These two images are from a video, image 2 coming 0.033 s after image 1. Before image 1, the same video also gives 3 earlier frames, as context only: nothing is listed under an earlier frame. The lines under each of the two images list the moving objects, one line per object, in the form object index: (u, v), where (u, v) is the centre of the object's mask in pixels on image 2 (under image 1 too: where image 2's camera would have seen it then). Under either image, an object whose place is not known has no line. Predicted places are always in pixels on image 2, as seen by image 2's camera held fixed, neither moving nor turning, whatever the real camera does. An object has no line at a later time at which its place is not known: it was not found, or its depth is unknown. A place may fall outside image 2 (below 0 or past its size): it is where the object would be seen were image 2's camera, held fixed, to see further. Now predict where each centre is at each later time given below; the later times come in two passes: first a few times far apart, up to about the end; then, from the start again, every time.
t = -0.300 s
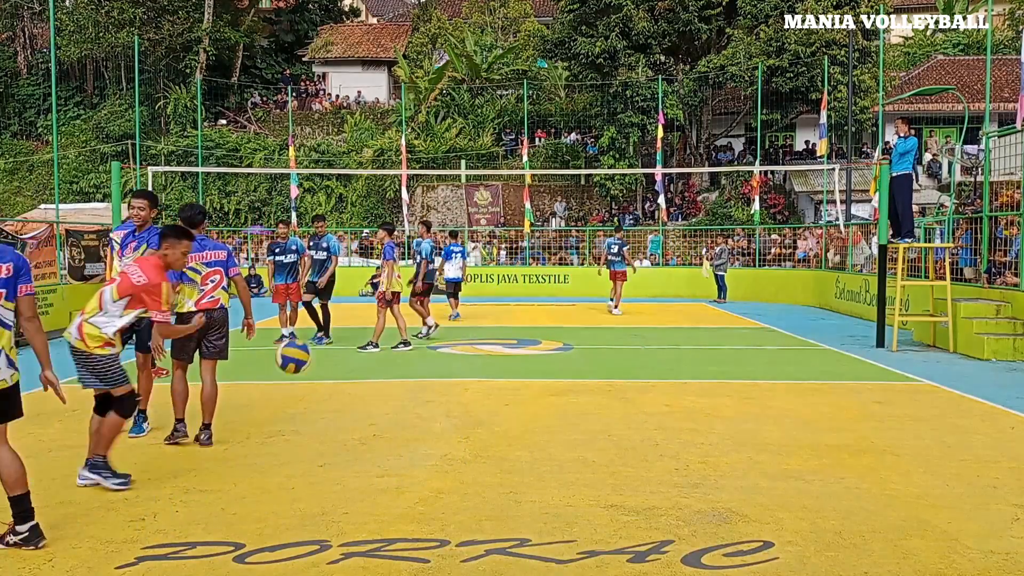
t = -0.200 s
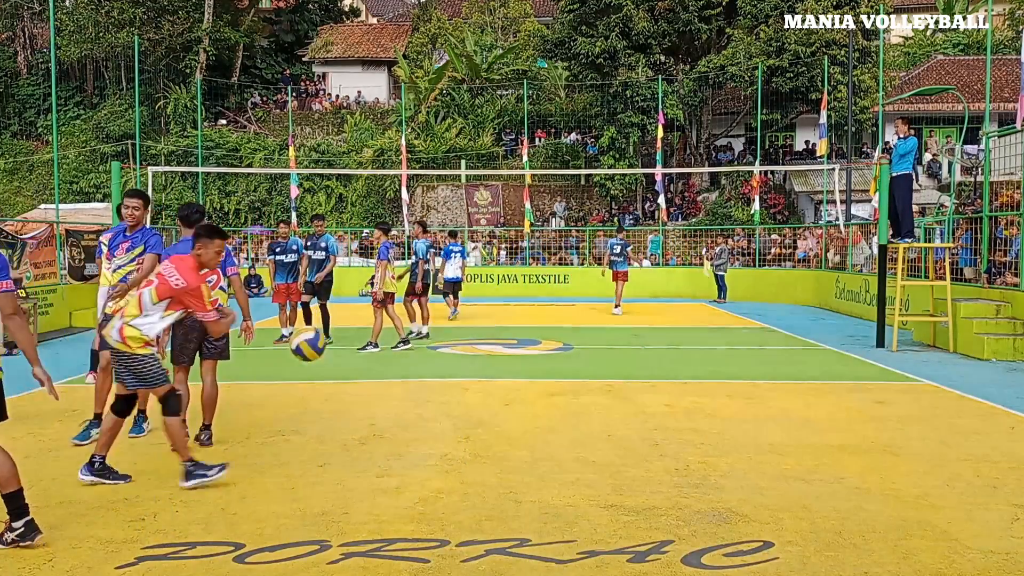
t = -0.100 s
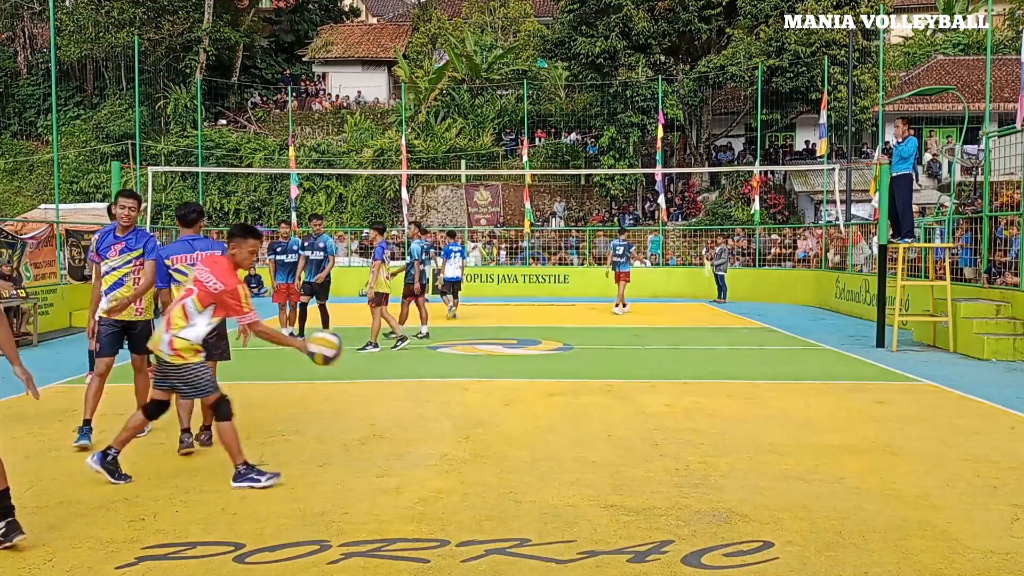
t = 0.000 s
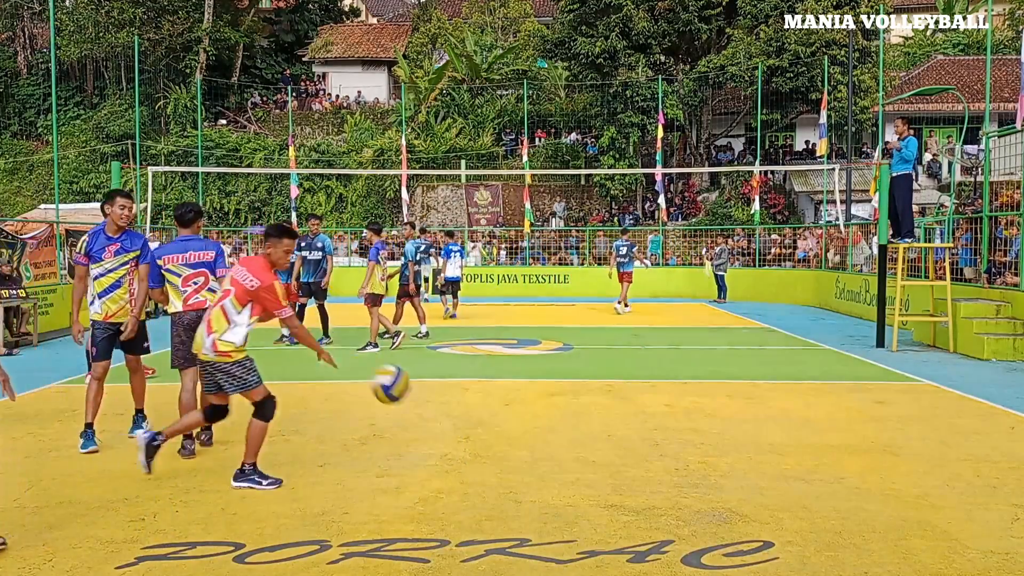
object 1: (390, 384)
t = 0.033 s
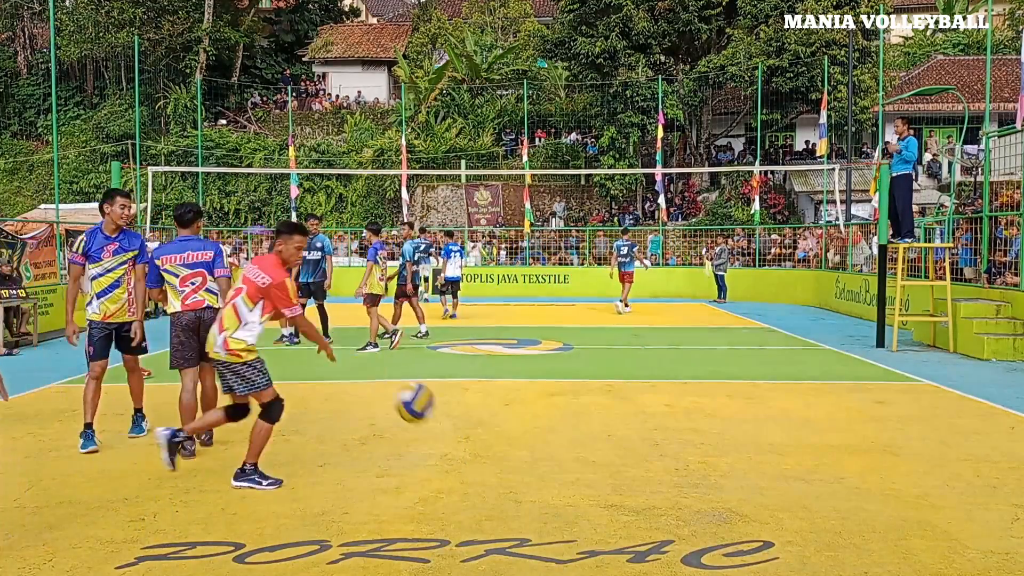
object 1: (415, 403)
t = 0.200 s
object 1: (549, 514)
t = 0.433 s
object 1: (686, 443)
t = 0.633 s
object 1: (834, 484)
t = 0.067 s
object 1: (440, 424)
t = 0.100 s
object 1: (468, 448)
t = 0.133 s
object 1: (498, 480)
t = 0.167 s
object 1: (529, 514)
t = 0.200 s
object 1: (549, 514)
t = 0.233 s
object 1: (566, 497)
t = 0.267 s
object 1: (585, 483)
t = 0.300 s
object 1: (605, 471)
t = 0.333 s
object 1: (623, 462)
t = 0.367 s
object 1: (644, 452)
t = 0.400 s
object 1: (665, 446)
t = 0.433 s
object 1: (686, 443)
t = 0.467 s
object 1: (710, 443)
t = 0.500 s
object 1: (733, 446)
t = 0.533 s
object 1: (756, 452)
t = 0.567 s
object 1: (782, 459)
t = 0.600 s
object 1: (808, 470)
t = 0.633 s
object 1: (834, 484)
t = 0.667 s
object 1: (864, 505)
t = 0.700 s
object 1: (892, 527)
